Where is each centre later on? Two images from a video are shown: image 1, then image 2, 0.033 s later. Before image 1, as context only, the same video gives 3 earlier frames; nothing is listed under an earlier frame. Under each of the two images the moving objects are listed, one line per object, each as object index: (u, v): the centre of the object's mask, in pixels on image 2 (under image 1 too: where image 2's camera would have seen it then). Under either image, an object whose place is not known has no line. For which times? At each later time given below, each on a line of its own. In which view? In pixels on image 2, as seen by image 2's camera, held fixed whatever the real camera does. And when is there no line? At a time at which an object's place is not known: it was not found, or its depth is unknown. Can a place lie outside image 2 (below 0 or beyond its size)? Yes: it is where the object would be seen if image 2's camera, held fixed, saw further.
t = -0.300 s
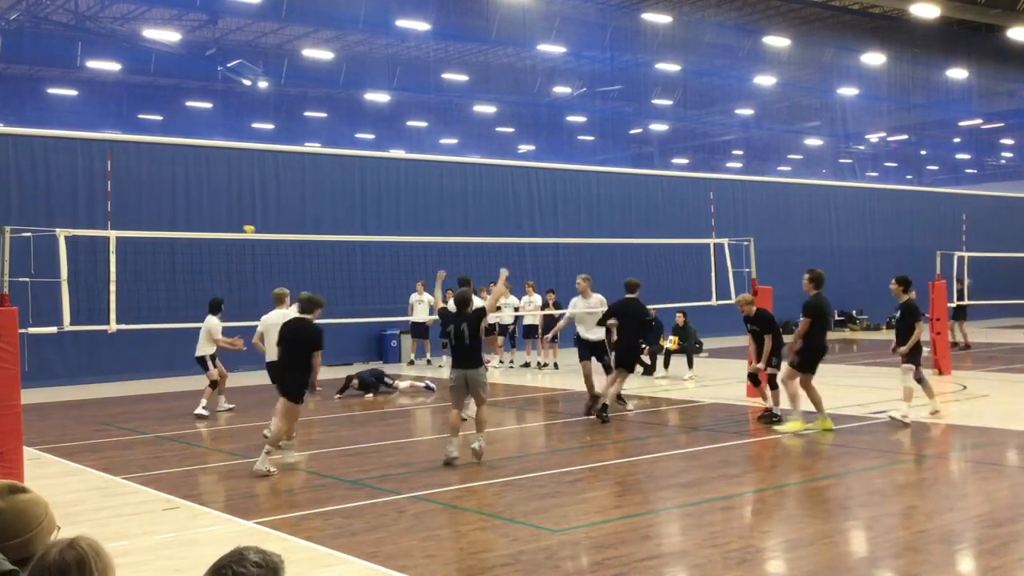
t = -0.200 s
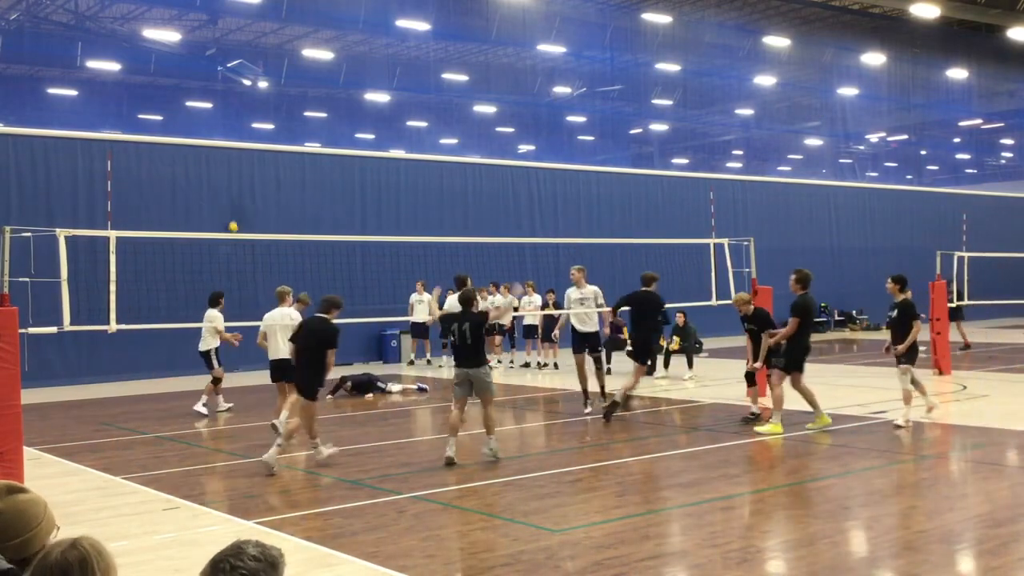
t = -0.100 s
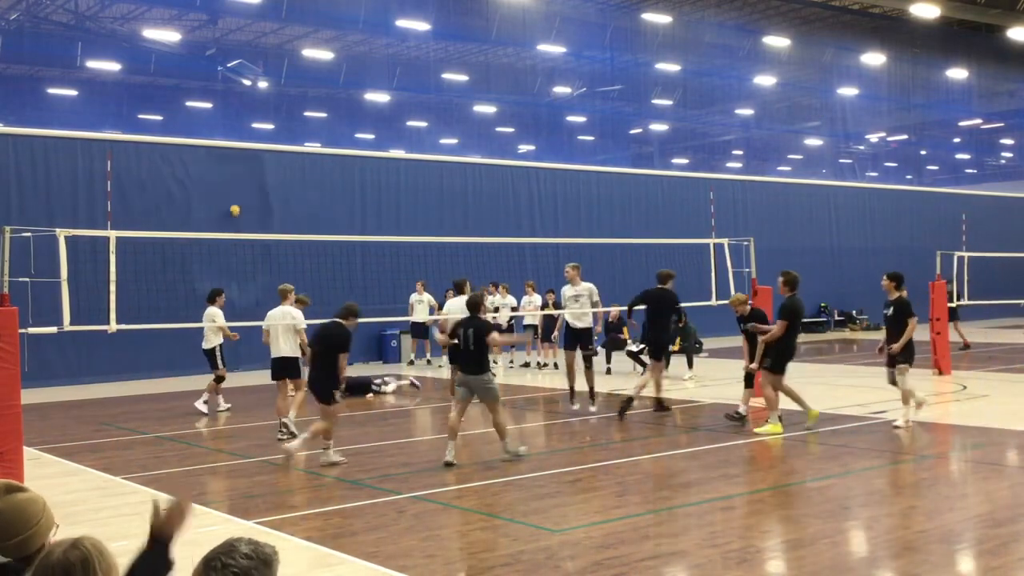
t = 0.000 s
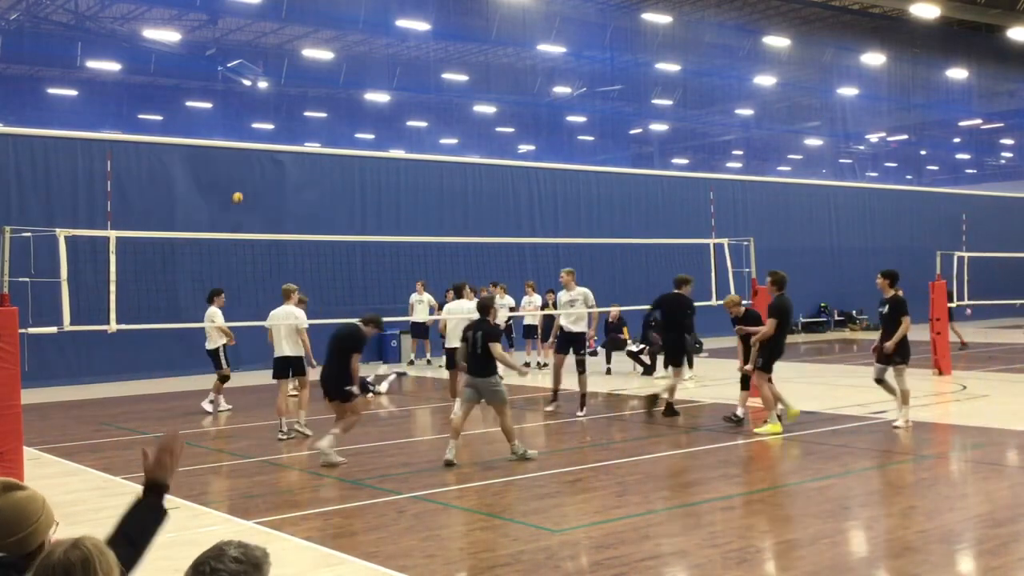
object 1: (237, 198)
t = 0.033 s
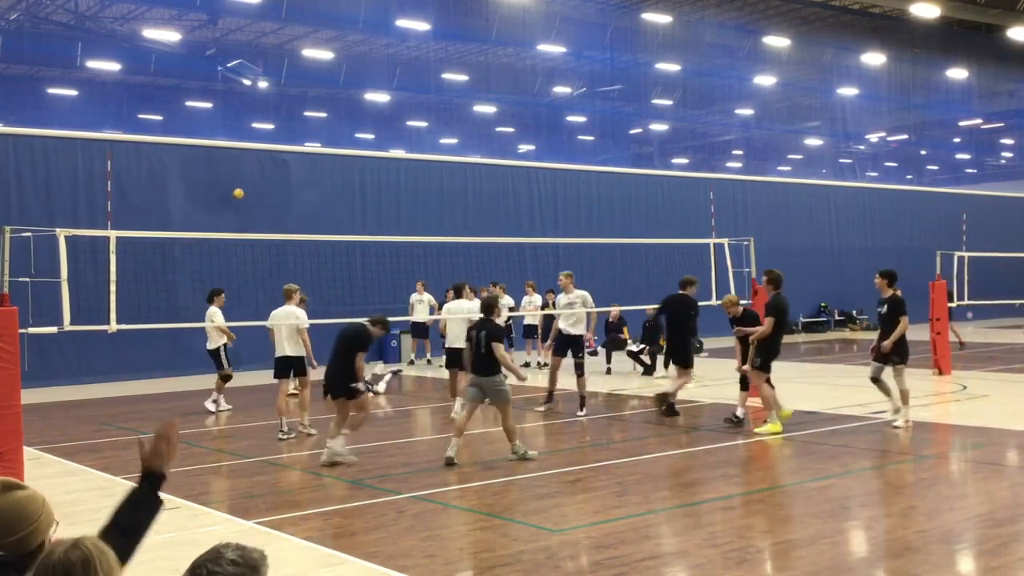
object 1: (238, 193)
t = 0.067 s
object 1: (239, 190)
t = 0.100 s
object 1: (240, 188)
